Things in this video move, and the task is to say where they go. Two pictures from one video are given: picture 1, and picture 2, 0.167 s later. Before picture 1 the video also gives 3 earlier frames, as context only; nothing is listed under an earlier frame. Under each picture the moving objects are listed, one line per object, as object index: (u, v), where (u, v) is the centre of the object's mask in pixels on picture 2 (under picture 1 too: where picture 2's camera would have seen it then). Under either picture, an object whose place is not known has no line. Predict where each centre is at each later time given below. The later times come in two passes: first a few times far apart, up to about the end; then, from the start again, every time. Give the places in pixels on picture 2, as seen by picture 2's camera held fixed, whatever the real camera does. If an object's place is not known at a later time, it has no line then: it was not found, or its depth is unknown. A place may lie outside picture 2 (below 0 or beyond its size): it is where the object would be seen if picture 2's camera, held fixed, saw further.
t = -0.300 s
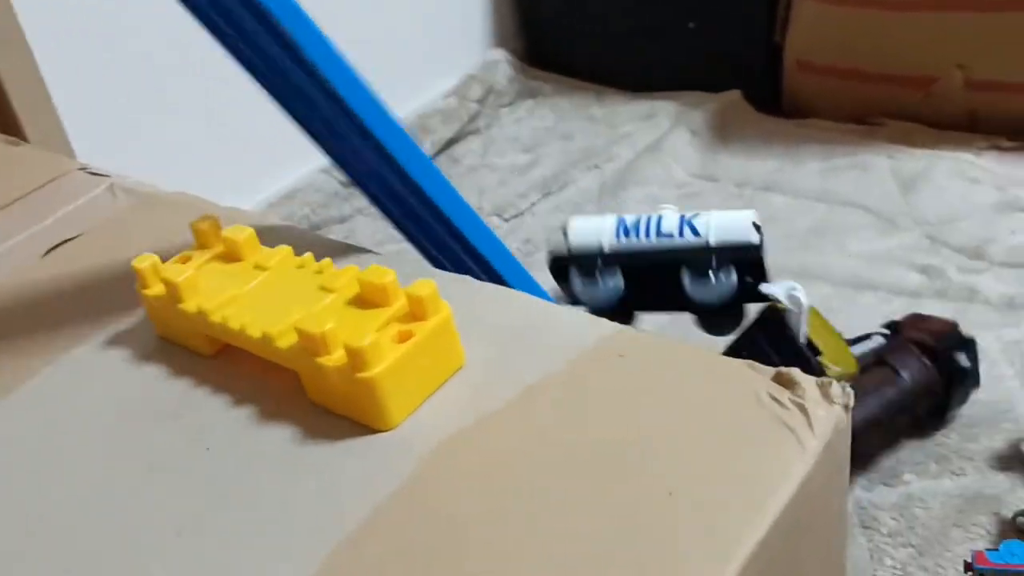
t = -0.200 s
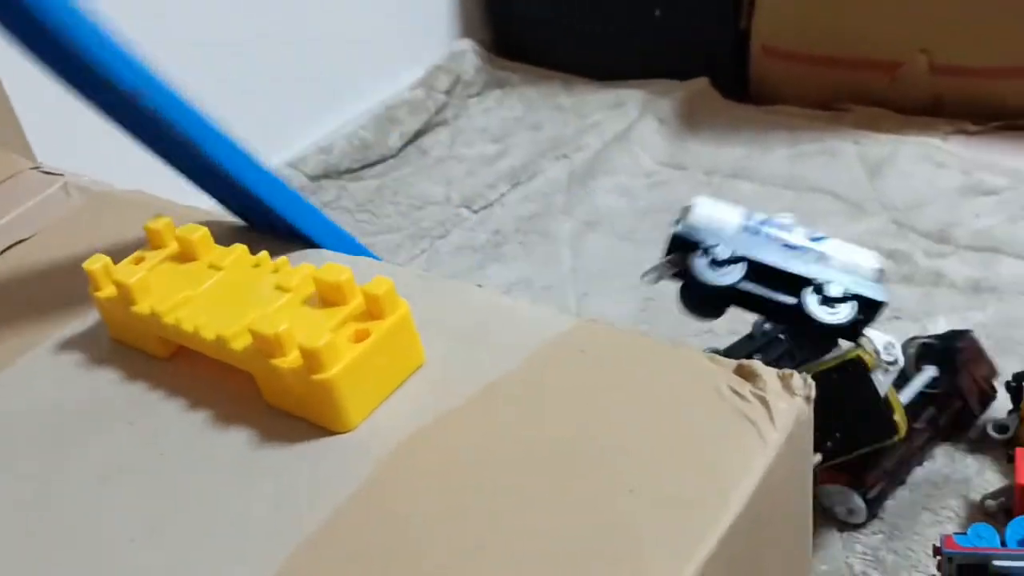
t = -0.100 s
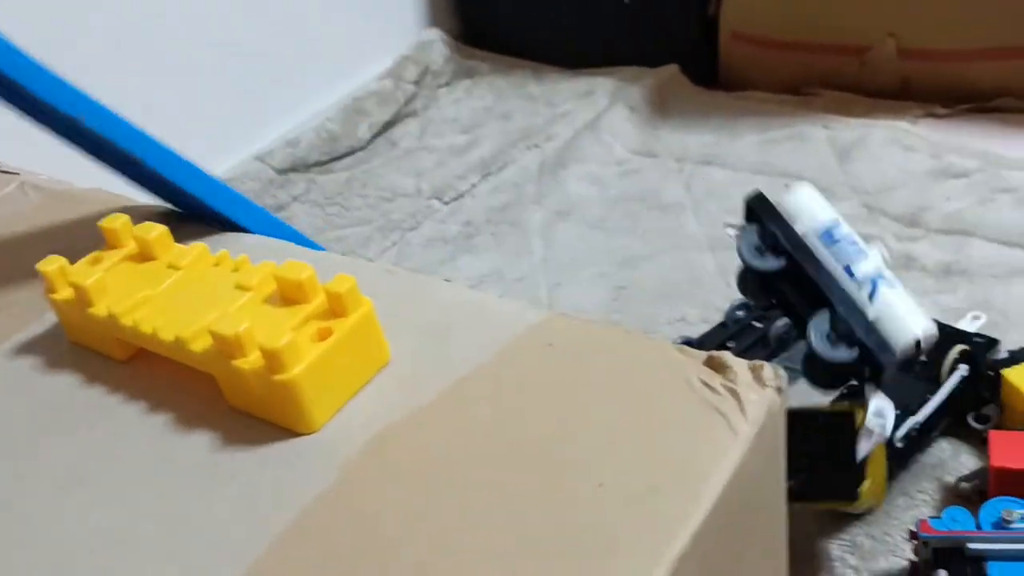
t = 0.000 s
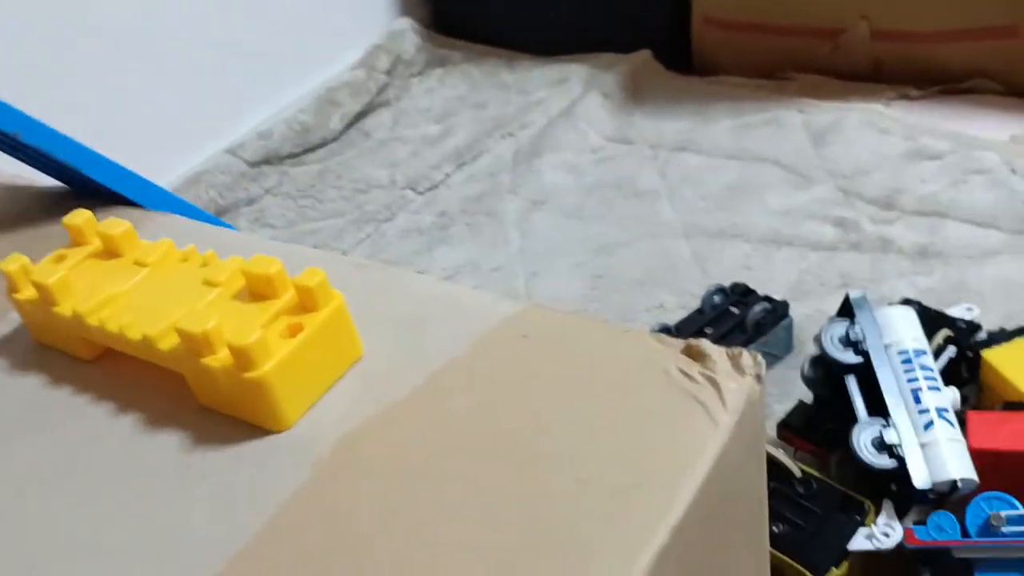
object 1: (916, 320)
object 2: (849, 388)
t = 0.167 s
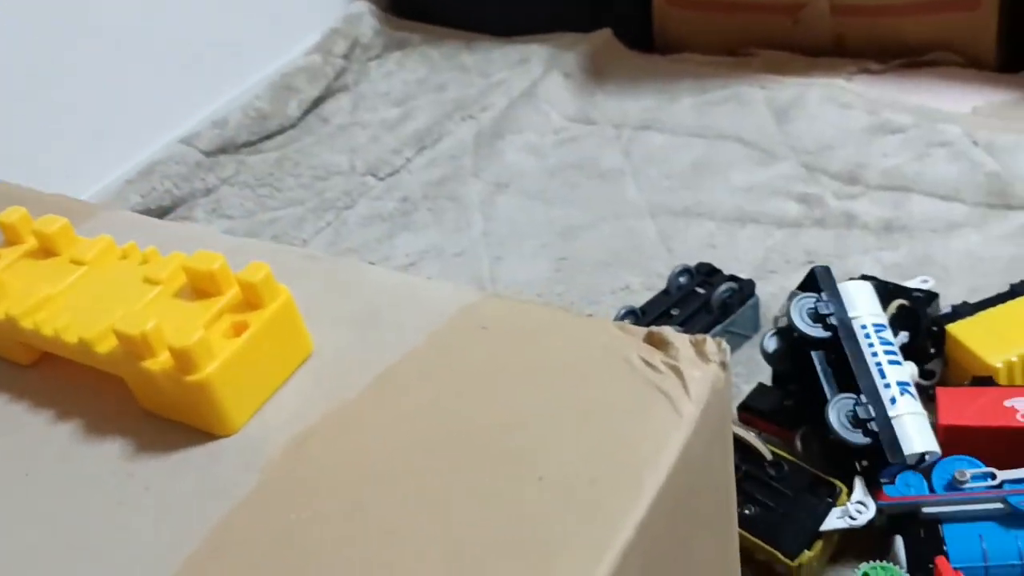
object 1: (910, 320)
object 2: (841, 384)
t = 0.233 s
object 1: (908, 319)
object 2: (851, 382)
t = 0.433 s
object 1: (906, 315)
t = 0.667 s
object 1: (904, 307)
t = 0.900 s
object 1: (903, 304)
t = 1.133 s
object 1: (904, 309)
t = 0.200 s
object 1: (908, 318)
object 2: (839, 385)
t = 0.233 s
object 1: (908, 319)
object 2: (851, 382)
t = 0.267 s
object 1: (908, 319)
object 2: (840, 385)
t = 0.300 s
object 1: (908, 319)
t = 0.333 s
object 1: (907, 316)
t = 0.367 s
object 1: (907, 317)
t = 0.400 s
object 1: (906, 314)
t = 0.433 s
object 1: (906, 315)
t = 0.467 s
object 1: (906, 315)
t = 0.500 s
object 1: (906, 313)
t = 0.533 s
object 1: (904, 310)
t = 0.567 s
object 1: (904, 308)
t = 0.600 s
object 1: (904, 310)
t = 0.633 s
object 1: (904, 308)
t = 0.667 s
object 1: (904, 307)
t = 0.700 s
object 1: (905, 312)
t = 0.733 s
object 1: (904, 309)
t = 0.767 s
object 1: (903, 306)
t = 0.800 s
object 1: (904, 309)
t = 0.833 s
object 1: (904, 308)
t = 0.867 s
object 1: (903, 305)
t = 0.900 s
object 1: (903, 304)
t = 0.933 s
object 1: (903, 304)
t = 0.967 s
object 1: (903, 304)
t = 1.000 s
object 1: (903, 303)
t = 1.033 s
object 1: (903, 304)
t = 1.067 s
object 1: (903, 304)
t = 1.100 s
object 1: (883, 307)
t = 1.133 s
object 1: (904, 309)
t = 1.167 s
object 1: (904, 311)
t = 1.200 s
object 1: (903, 308)
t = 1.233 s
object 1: (906, 316)
